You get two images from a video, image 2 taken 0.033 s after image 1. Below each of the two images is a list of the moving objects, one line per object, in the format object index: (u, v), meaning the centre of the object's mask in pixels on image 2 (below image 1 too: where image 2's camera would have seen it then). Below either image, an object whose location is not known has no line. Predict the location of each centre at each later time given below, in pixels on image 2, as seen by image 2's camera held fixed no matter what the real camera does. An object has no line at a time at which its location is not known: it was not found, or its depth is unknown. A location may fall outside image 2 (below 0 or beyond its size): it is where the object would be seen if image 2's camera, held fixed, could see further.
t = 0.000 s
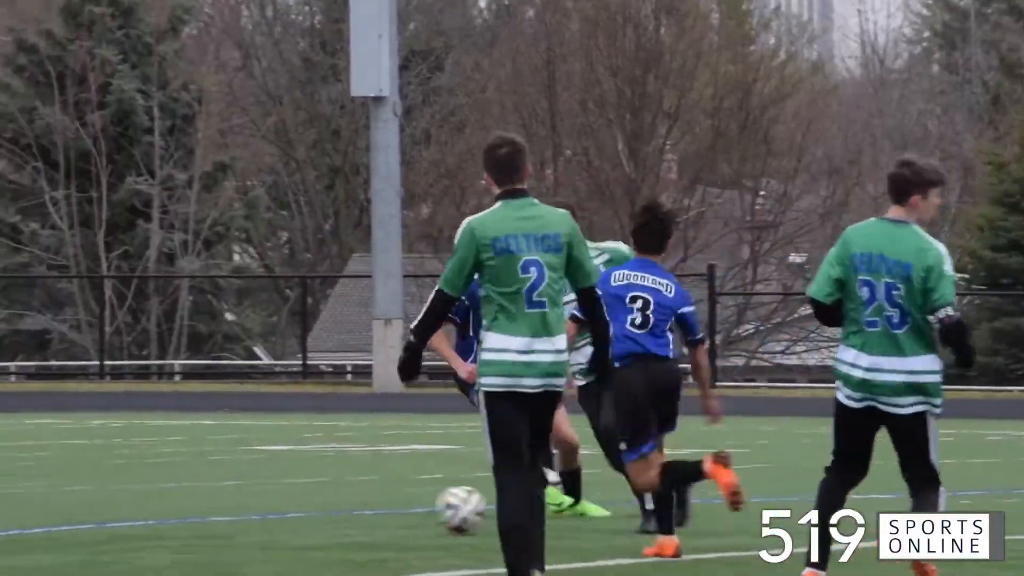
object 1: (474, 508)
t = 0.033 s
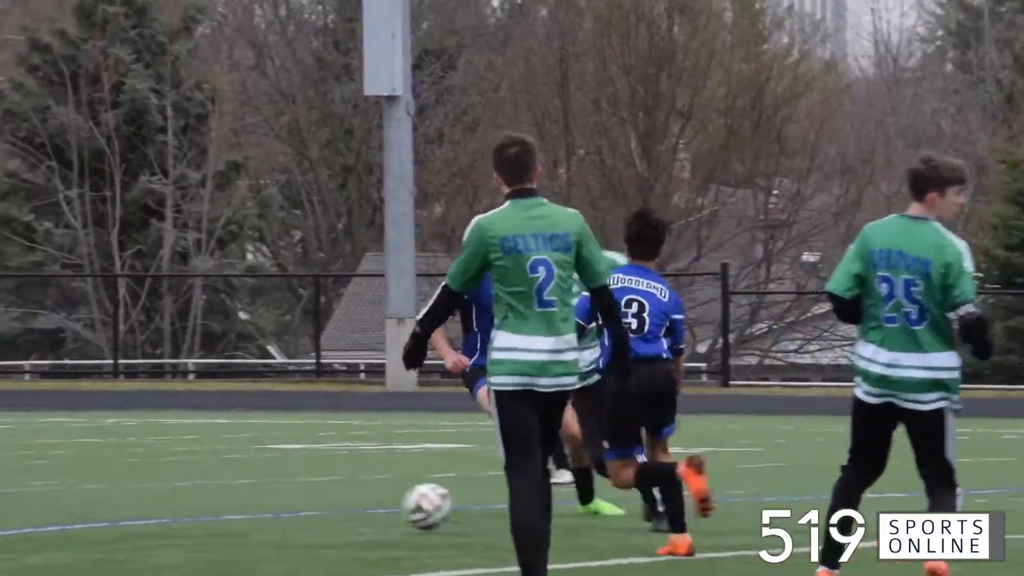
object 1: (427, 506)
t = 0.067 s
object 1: (377, 505)
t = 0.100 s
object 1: (328, 509)
